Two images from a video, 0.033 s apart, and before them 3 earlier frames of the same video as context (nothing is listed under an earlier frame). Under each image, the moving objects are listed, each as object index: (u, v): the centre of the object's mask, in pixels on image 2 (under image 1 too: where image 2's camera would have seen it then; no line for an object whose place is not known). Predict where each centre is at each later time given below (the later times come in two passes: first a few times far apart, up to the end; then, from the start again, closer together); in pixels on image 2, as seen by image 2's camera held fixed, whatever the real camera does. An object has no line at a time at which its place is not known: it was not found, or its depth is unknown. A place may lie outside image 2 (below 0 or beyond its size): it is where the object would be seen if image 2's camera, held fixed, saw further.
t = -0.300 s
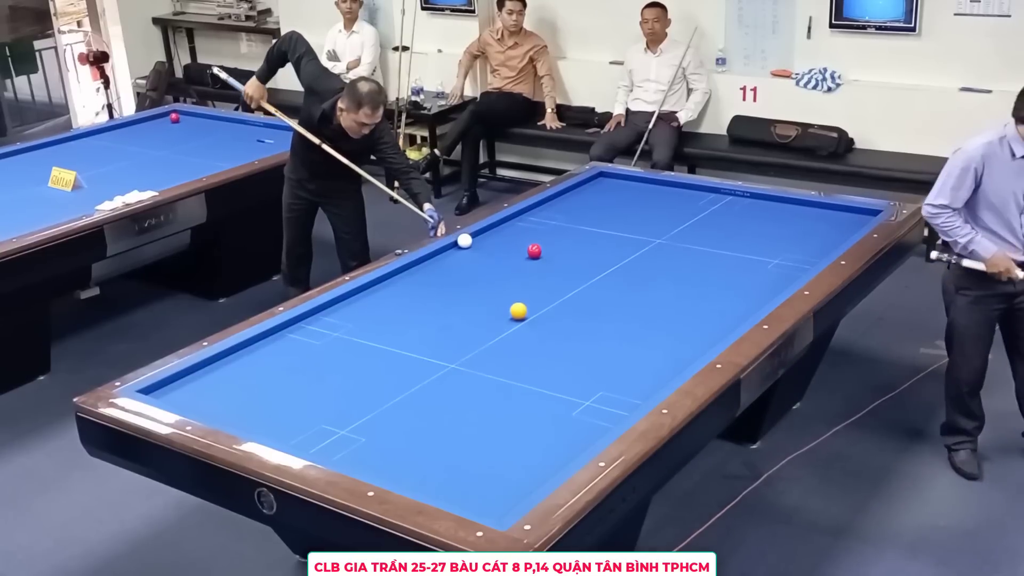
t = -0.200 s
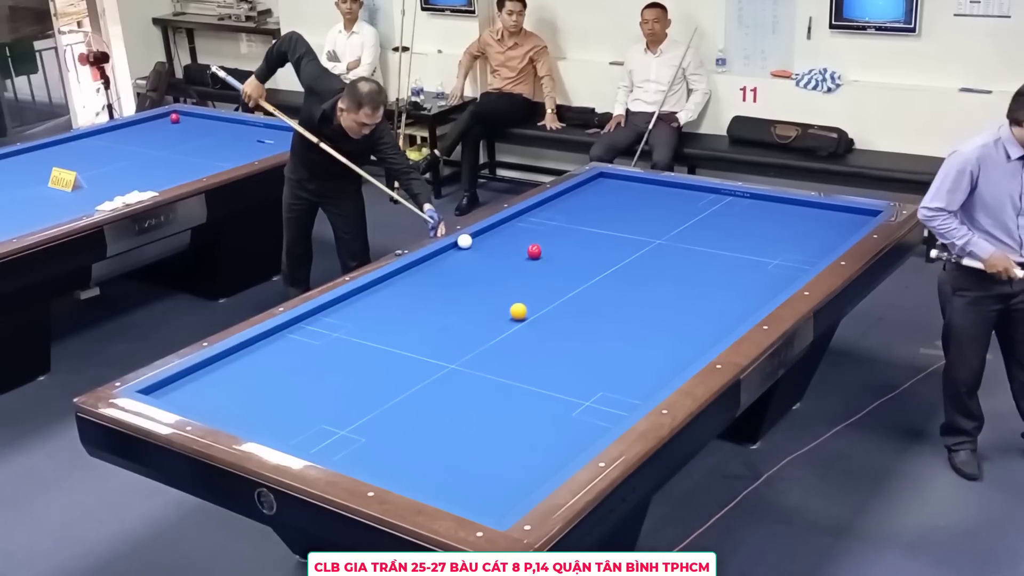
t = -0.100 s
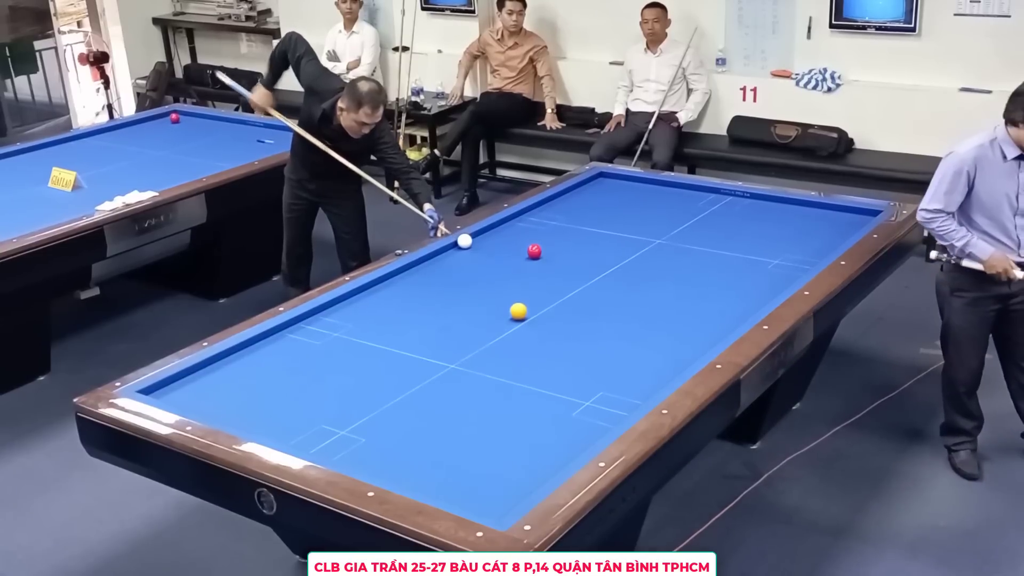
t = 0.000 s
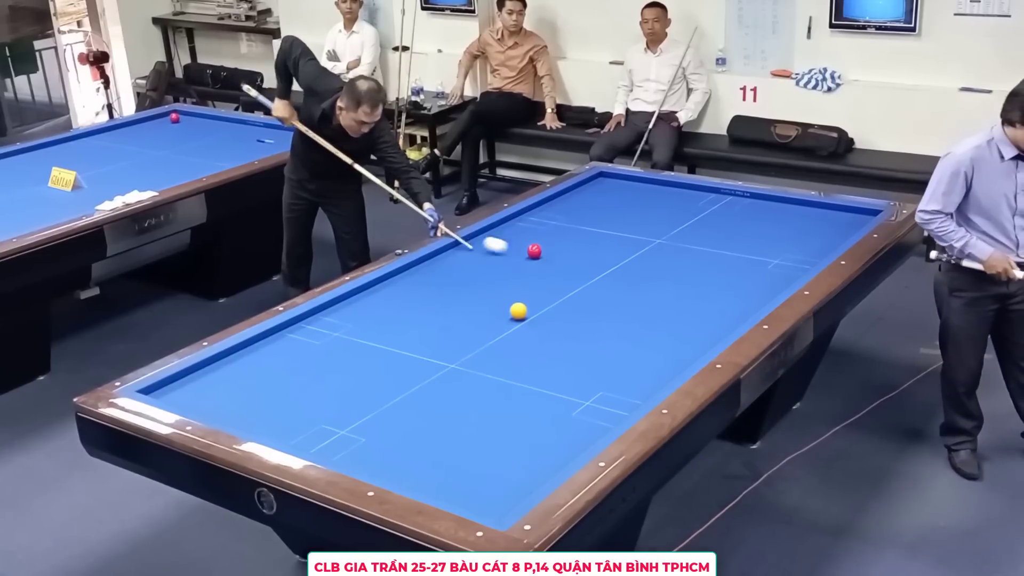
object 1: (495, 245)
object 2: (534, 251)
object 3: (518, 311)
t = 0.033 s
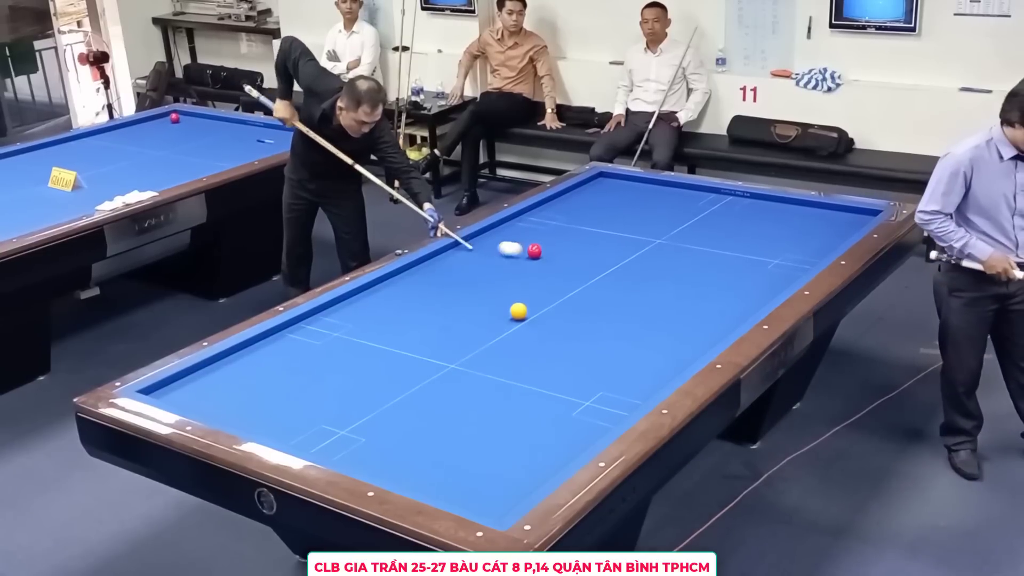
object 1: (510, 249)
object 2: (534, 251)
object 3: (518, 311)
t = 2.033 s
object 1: (542, 347)
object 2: (736, 200)
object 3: (500, 459)
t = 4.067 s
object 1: (570, 401)
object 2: (554, 216)
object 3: (526, 421)
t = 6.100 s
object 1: (589, 436)
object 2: (591, 269)
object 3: (544, 358)
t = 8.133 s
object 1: (568, 443)
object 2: (627, 320)
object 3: (552, 328)
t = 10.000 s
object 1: (568, 443)
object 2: (653, 359)
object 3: (555, 322)
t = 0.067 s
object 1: (519, 252)
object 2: (539, 251)
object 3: (518, 311)
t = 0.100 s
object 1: (519, 256)
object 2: (553, 251)
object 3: (518, 311)
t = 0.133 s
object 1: (519, 259)
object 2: (567, 250)
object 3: (518, 311)
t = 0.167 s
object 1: (519, 262)
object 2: (580, 249)
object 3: (518, 311)
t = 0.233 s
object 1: (519, 269)
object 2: (605, 248)
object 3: (518, 311)
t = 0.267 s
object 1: (519, 272)
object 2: (617, 248)
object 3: (518, 311)
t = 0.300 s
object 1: (520, 276)
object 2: (628, 247)
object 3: (518, 311)
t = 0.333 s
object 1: (520, 279)
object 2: (639, 247)
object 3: (518, 311)
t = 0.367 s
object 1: (520, 283)
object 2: (650, 246)
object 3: (518, 311)
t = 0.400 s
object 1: (520, 286)
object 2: (660, 246)
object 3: (518, 311)
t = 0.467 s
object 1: (520, 293)
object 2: (681, 245)
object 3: (518, 311)
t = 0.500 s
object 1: (520, 296)
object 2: (691, 245)
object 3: (518, 311)
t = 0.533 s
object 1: (520, 299)
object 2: (701, 244)
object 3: (518, 311)
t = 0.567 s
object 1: (520, 302)
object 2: (711, 244)
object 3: (518, 312)
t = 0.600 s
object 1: (521, 303)
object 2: (721, 243)
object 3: (518, 315)
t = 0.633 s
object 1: (521, 304)
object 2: (732, 243)
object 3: (517, 318)
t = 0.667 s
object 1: (522, 306)
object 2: (742, 242)
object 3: (517, 322)
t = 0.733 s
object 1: (522, 308)
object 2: (762, 242)
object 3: (516, 328)
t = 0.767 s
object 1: (523, 308)
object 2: (772, 241)
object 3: (516, 331)
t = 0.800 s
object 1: (523, 310)
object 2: (783, 241)
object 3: (515, 333)
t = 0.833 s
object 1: (524, 311)
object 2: (793, 241)
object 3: (515, 336)
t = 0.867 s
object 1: (524, 312)
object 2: (803, 240)
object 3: (515, 339)
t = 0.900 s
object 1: (525, 313)
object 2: (813, 240)
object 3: (514, 342)
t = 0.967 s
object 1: (526, 315)
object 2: (834, 239)
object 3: (514, 348)
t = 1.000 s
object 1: (526, 316)
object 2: (842, 237)
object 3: (513, 351)
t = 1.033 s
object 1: (527, 317)
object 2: (839, 236)
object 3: (513, 354)
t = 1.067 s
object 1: (527, 318)
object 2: (834, 233)
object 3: (512, 357)
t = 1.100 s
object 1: (528, 319)
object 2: (830, 232)
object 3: (512, 360)
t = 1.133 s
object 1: (528, 320)
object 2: (827, 230)
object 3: (512, 363)
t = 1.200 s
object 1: (529, 322)
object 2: (821, 226)
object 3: (511, 370)
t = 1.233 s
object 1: (530, 323)
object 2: (818, 224)
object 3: (511, 373)
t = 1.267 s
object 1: (530, 324)
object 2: (815, 223)
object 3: (510, 376)
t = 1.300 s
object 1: (531, 325)
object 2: (812, 221)
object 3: (510, 379)
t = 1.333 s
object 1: (531, 326)
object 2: (809, 219)
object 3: (509, 383)
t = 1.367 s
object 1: (531, 327)
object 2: (807, 217)
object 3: (509, 386)
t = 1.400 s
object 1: (532, 328)
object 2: (804, 215)
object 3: (509, 389)
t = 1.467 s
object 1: (533, 330)
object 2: (799, 212)
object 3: (508, 396)
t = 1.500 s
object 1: (534, 331)
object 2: (796, 210)
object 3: (507, 399)
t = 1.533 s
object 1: (534, 332)
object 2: (794, 208)
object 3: (507, 403)
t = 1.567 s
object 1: (534, 333)
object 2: (791, 207)
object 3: (507, 407)
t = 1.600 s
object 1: (535, 334)
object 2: (789, 205)
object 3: (506, 410)
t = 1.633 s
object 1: (536, 335)
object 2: (786, 204)
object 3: (506, 414)
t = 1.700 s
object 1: (537, 337)
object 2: (781, 201)
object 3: (505, 421)
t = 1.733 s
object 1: (537, 338)
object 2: (778, 200)
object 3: (504, 424)
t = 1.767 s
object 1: (538, 339)
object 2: (773, 200)
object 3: (504, 428)
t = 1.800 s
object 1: (538, 340)
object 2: (768, 200)
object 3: (503, 432)
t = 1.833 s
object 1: (539, 341)
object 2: (764, 200)
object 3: (503, 436)
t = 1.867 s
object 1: (539, 342)
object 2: (759, 200)
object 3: (503, 440)
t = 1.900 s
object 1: (540, 343)
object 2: (755, 199)
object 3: (502, 444)
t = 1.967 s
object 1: (541, 345)
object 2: (745, 199)
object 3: (501, 451)
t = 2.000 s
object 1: (541, 346)
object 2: (740, 200)
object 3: (501, 455)
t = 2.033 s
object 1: (542, 347)
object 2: (736, 200)
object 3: (500, 459)
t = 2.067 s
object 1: (542, 347)
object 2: (731, 200)
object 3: (500, 463)
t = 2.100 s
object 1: (543, 348)
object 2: (727, 200)
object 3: (499, 468)
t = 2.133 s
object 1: (543, 349)
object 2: (722, 200)
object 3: (499, 472)
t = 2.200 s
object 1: (544, 351)
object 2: (713, 200)
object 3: (498, 480)
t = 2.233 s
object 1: (545, 352)
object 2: (708, 200)
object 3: (497, 485)
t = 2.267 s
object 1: (545, 353)
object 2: (704, 200)
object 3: (497, 489)
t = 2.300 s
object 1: (546, 354)
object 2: (699, 201)
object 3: (496, 493)
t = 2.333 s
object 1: (546, 355)
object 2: (695, 201)
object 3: (496, 498)
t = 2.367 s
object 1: (546, 356)
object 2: (690, 201)
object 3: (495, 502)
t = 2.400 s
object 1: (547, 357)
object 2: (686, 201)
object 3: (495, 506)
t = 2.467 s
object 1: (548, 359)
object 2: (677, 201)
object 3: (499, 508)
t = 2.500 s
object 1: (548, 360)
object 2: (673, 201)
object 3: (500, 506)
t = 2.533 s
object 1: (549, 361)
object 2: (669, 201)
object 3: (501, 504)
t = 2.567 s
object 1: (549, 362)
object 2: (664, 201)
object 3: (502, 502)
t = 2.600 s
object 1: (550, 363)
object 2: (660, 201)
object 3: (503, 500)
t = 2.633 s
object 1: (550, 364)
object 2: (655, 201)
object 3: (504, 498)
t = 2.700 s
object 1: (551, 366)
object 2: (647, 201)
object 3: (505, 494)
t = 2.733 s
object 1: (552, 367)
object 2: (643, 201)
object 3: (506, 492)
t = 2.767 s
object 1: (552, 368)
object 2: (639, 201)
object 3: (507, 490)
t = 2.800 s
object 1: (553, 369)
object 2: (634, 201)
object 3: (507, 488)
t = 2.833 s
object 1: (553, 369)
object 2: (630, 201)
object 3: (508, 485)
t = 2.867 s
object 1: (553, 370)
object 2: (626, 202)
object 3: (508, 483)
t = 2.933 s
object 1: (554, 372)
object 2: (618, 202)
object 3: (510, 479)
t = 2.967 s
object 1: (555, 373)
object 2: (613, 202)
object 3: (510, 477)
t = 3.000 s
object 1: (555, 374)
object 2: (609, 202)
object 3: (511, 475)
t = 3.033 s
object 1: (556, 375)
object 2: (605, 202)
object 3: (511, 473)
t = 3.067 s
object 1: (556, 376)
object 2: (601, 202)
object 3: (512, 471)
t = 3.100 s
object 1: (557, 377)
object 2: (597, 202)
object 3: (512, 469)
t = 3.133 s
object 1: (557, 378)
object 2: (593, 202)
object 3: (513, 467)
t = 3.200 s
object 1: (558, 380)
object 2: (585, 202)
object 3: (514, 464)
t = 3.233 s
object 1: (558, 380)
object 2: (581, 202)
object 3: (515, 462)
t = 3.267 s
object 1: (559, 381)
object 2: (577, 202)
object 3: (515, 460)
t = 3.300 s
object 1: (559, 382)
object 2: (573, 202)
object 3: (516, 458)
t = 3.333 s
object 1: (560, 383)
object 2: (569, 202)
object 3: (516, 456)
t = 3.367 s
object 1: (560, 384)
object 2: (565, 202)
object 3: (517, 455)
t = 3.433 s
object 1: (561, 385)
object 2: (557, 202)
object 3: (518, 451)
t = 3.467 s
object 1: (562, 386)
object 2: (553, 202)
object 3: (518, 449)
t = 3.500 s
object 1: (562, 387)
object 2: (549, 202)
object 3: (519, 448)
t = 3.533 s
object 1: (563, 388)
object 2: (546, 203)
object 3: (519, 446)
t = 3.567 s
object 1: (563, 389)
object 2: (545, 203)
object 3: (519, 444)
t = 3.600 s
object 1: (564, 389)
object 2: (545, 204)
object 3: (520, 443)
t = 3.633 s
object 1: (564, 390)
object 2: (546, 205)
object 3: (520, 441)
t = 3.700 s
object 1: (565, 392)
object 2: (547, 206)
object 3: (521, 438)
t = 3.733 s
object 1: (565, 393)
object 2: (548, 207)
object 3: (522, 436)
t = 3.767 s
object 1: (566, 394)
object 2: (549, 208)
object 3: (522, 434)
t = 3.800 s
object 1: (566, 395)
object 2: (549, 209)
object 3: (523, 433)
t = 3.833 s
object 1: (567, 395)
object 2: (550, 210)
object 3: (523, 432)
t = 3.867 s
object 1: (567, 396)
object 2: (550, 211)
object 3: (524, 430)
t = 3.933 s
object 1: (568, 398)
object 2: (552, 212)
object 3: (524, 427)
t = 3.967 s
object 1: (569, 399)
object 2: (552, 213)
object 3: (525, 426)
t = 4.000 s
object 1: (569, 400)
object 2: (553, 214)
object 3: (525, 424)
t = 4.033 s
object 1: (570, 400)
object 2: (554, 215)
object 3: (526, 423)
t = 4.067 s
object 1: (570, 401)
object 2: (554, 216)
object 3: (526, 421)
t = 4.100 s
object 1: (570, 402)
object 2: (555, 217)
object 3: (526, 420)
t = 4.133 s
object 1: (571, 403)
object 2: (555, 218)
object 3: (527, 419)
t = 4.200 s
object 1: (572, 404)
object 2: (557, 219)
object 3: (528, 416)
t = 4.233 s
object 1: (572, 405)
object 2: (557, 220)
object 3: (528, 414)
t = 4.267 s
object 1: (573, 406)
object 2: (558, 221)
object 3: (528, 413)
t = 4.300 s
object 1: (573, 406)
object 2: (559, 222)
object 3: (529, 412)
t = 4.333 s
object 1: (574, 407)
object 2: (559, 223)
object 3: (529, 410)
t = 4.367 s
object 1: (574, 408)
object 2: (560, 224)
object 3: (529, 409)
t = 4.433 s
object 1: (575, 409)
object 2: (561, 226)
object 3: (530, 406)
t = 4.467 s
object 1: (575, 410)
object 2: (562, 227)
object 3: (530, 405)
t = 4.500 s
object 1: (576, 411)
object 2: (562, 227)
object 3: (531, 404)
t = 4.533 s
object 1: (576, 411)
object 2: (563, 228)
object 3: (531, 402)
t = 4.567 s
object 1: (577, 412)
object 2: (564, 229)
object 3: (531, 402)
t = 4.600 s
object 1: (577, 413)
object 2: (564, 230)
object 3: (532, 401)
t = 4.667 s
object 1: (578, 414)
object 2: (565, 232)
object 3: (533, 398)
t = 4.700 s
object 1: (578, 415)
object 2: (566, 232)
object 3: (533, 397)
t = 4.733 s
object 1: (579, 415)
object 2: (566, 233)
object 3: (533, 396)
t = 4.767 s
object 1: (579, 416)
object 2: (567, 234)
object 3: (533, 395)
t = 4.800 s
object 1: (580, 417)
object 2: (568, 235)
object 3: (534, 393)
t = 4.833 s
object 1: (580, 418)
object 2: (568, 236)
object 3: (534, 392)
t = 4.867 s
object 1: (580, 418)
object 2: (569, 237)
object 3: (534, 391)
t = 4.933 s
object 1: (581, 419)
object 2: (570, 239)
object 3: (535, 389)
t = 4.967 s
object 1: (581, 420)
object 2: (571, 240)
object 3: (535, 388)
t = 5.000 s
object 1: (582, 421)
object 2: (571, 241)
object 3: (536, 387)
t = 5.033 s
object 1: (582, 421)
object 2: (572, 242)
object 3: (536, 386)
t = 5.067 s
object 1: (582, 422)
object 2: (572, 242)
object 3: (536, 385)
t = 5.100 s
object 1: (583, 422)
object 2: (573, 243)
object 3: (537, 384)
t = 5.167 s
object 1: (584, 424)
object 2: (574, 245)
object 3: (537, 382)
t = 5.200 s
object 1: (584, 424)
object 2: (575, 246)
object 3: (537, 381)
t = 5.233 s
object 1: (584, 425)
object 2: (575, 247)
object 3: (538, 380)
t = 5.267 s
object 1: (585, 425)
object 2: (576, 247)
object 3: (538, 379)
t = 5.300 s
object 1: (585, 426)
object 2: (577, 249)
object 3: (538, 378)
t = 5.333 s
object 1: (585, 427)
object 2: (577, 250)
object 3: (539, 377)
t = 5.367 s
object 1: (586, 427)
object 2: (578, 250)
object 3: (539, 376)
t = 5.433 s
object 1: (586, 428)
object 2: (579, 252)
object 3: (539, 374)
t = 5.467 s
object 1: (587, 429)
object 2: (580, 253)
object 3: (540, 373)
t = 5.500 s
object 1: (587, 429)
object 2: (580, 254)
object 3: (540, 372)
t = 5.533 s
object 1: (587, 430)
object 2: (581, 255)
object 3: (540, 371)
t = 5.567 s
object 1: (588, 430)
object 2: (582, 255)
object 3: (541, 371)
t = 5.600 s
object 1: (588, 431)
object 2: (582, 256)
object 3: (541, 370)
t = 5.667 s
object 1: (589, 432)
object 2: (583, 258)
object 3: (541, 368)
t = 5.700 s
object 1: (589, 432)
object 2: (584, 259)
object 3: (542, 367)
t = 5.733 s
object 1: (589, 433)
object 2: (585, 260)
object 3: (542, 366)
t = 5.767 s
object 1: (590, 433)
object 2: (585, 261)
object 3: (542, 366)
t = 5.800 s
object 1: (590, 433)
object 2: (586, 262)
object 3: (542, 365)
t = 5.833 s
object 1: (590, 433)
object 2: (586, 262)
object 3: (543, 364)
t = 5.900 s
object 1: (590, 434)
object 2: (588, 264)
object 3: (543, 362)
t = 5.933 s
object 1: (591, 434)
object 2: (588, 265)
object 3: (543, 361)
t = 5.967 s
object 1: (591, 435)
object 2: (589, 266)
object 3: (543, 361)
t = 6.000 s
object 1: (591, 435)
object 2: (589, 267)
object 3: (544, 360)
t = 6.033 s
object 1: (591, 436)
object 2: (590, 268)
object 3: (544, 359)
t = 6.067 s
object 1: (590, 436)
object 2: (590, 269)
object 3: (544, 359)
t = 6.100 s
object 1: (589, 436)
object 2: (591, 269)
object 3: (544, 358)
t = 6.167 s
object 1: (588, 437)
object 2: (592, 271)
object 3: (545, 356)
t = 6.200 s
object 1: (587, 437)
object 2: (593, 272)
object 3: (545, 356)
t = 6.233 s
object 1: (586, 437)
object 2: (593, 273)
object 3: (545, 355)
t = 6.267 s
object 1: (586, 437)
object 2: (594, 274)
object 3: (545, 354)
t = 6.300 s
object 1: (585, 438)
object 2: (595, 275)
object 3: (546, 354)
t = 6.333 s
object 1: (584, 438)
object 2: (595, 276)
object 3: (546, 353)
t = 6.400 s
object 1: (583, 439)
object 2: (596, 277)
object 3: (546, 352)
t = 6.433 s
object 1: (582, 439)
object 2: (597, 278)
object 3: (546, 351)
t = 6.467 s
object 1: (582, 439)
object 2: (598, 279)
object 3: (547, 350)
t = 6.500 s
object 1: (581, 439)
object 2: (598, 280)
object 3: (547, 350)
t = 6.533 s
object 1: (581, 440)
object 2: (599, 281)
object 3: (547, 349)
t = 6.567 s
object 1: (580, 440)
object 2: (599, 281)
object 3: (547, 348)
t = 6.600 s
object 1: (580, 440)
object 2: (600, 282)
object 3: (547, 348)
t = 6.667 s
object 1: (578, 441)
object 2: (601, 284)
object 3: (548, 347)
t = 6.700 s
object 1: (578, 441)
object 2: (602, 285)
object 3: (548, 346)
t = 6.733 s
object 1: (577, 441)
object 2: (602, 286)
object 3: (548, 346)
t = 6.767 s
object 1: (577, 441)
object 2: (603, 287)
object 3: (548, 345)
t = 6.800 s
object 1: (577, 441)
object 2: (604, 287)
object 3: (548, 345)
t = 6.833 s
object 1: (576, 441)
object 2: (604, 288)
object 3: (548, 344)
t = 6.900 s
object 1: (575, 442)
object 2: (606, 290)
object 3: (549, 343)
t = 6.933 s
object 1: (574, 442)
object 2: (606, 291)
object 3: (549, 342)
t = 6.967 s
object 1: (574, 442)
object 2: (606, 292)
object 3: (549, 342)
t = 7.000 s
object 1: (574, 442)
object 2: (607, 292)
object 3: (549, 341)
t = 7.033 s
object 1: (573, 442)
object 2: (608, 293)
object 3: (549, 341)
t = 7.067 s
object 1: (573, 442)
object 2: (608, 294)
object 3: (549, 340)
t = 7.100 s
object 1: (573, 442)
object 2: (609, 295)
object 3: (549, 340)
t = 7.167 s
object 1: (572, 442)
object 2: (610, 297)
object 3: (550, 339)
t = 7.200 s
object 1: (572, 443)
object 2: (611, 298)
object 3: (550, 338)
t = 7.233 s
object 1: (571, 443)
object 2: (611, 298)
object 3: (550, 338)
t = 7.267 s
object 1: (571, 443)
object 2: (612, 299)
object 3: (550, 337)
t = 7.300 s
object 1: (571, 443)
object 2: (612, 300)
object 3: (550, 337)
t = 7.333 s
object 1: (570, 443)
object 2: (613, 301)
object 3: (550, 336)
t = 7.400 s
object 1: (570, 443)
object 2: (614, 303)
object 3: (550, 336)
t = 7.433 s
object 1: (570, 443)
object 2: (615, 303)
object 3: (550, 335)
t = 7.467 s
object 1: (570, 443)
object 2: (615, 304)
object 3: (550, 335)
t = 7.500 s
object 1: (569, 443)
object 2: (616, 305)
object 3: (551, 334)
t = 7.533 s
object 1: (569, 443)
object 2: (616, 306)
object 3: (551, 334)
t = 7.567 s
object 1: (569, 443)
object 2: (617, 307)
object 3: (551, 334)
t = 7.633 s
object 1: (569, 443)
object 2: (618, 308)
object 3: (551, 333)
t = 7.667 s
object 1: (568, 443)
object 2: (619, 309)
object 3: (551, 333)
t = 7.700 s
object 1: (568, 443)
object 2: (619, 310)
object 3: (551, 332)
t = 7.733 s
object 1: (568, 443)
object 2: (620, 310)
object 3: (551, 332)
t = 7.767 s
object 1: (568, 443)
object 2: (621, 311)
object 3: (551, 331)
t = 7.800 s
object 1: (568, 443)
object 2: (621, 312)
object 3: (551, 331)
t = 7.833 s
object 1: (568, 443)
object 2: (622, 313)
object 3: (551, 331)
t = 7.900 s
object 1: (568, 443)
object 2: (623, 314)
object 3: (552, 330)
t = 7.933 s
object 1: (568, 443)
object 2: (623, 315)
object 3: (552, 329)
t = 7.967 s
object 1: (568, 443)
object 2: (624, 316)
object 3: (552, 329)
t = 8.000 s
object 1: (568, 443)
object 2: (625, 317)
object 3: (552, 329)
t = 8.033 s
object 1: (568, 443)
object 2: (625, 318)
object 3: (552, 329)
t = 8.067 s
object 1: (568, 443)
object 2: (626, 318)
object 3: (552, 328)
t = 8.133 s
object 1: (568, 443)
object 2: (627, 320)
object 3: (552, 328)
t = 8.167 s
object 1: (568, 443)
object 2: (627, 321)
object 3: (552, 328)
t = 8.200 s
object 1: (569, 443)
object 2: (628, 322)
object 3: (553, 327)
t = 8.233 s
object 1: (568, 443)
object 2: (628, 322)
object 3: (553, 327)
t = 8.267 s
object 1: (568, 443)
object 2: (629, 323)
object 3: (553, 327)
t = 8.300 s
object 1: (568, 443)
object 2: (629, 324)
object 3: (553, 327)
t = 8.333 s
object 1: (568, 443)
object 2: (630, 325)
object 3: (553, 326)
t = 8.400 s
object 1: (569, 443)
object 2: (631, 326)
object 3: (553, 326)
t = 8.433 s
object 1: (569, 443)
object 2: (631, 327)
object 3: (553, 326)
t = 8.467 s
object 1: (568, 443)
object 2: (632, 328)
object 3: (553, 325)
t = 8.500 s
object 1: (568, 443)
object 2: (632, 328)
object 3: (553, 325)
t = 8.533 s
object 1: (569, 443)
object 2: (633, 329)
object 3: (554, 325)
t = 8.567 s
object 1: (569, 443)
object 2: (634, 330)
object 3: (553, 325)
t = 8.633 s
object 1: (568, 443)
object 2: (635, 331)
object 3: (554, 325)
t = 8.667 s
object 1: (568, 443)
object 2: (635, 332)
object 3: (554, 324)
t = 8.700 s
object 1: (568, 443)
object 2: (636, 333)
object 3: (554, 324)
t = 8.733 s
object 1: (569, 443)
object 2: (636, 334)
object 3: (554, 324)
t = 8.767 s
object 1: (568, 443)
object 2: (637, 334)
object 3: (554, 324)
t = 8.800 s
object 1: (568, 443)
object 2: (637, 335)
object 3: (554, 324)
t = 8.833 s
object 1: (569, 443)
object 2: (638, 336)
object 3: (554, 323)
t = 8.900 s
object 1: (568, 443)
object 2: (638, 337)
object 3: (554, 323)
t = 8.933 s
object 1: (568, 443)
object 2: (639, 338)
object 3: (554, 323)
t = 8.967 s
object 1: (568, 443)
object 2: (639, 339)
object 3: (554, 323)
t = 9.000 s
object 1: (569, 443)
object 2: (640, 339)
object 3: (554, 323)
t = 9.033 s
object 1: (569, 443)
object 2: (640, 340)
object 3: (554, 323)
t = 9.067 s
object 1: (568, 443)
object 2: (641, 341)
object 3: (554, 323)
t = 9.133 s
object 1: (569, 443)
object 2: (642, 342)
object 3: (554, 322)
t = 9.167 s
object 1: (569, 443)
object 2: (642, 343)
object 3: (554, 322)
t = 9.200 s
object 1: (569, 443)
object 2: (642, 343)
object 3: (554, 322)
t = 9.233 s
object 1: (569, 443)
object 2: (643, 344)
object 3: (554, 322)
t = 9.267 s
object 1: (569, 443)
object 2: (643, 345)
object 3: (555, 322)
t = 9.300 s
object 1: (569, 443)
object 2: (644, 345)
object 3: (555, 322)
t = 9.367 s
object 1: (568, 443)
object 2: (645, 347)
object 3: (555, 322)
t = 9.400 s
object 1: (569, 443)
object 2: (646, 348)
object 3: (555, 322)
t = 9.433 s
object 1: (569, 443)
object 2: (646, 348)
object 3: (555, 322)
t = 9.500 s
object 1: (569, 443)
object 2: (647, 350)
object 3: (555, 322)
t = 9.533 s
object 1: (568, 443)
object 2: (647, 350)
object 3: (555, 322)
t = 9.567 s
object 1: (568, 443)
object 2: (647, 351)
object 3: (555, 322)
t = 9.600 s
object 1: (568, 443)
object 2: (648, 351)
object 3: (555, 322)
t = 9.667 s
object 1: (569, 443)
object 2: (649, 353)
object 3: (555, 322)
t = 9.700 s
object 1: (568, 443)
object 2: (649, 354)
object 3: (555, 322)
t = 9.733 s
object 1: (569, 443)
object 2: (650, 354)
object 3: (555, 322)
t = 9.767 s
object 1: (569, 443)
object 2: (650, 355)
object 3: (555, 322)
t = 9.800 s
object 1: (569, 443)
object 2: (651, 355)
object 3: (555, 322)
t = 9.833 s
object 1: (569, 443)
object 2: (651, 356)
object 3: (555, 322)
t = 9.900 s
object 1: (569, 443)
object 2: (652, 357)
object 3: (555, 322)
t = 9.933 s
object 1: (568, 443)
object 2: (652, 358)
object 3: (555, 322)
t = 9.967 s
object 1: (568, 443)
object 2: (653, 358)
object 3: (555, 322)
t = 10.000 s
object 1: (568, 443)
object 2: (653, 359)
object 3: (555, 322)
